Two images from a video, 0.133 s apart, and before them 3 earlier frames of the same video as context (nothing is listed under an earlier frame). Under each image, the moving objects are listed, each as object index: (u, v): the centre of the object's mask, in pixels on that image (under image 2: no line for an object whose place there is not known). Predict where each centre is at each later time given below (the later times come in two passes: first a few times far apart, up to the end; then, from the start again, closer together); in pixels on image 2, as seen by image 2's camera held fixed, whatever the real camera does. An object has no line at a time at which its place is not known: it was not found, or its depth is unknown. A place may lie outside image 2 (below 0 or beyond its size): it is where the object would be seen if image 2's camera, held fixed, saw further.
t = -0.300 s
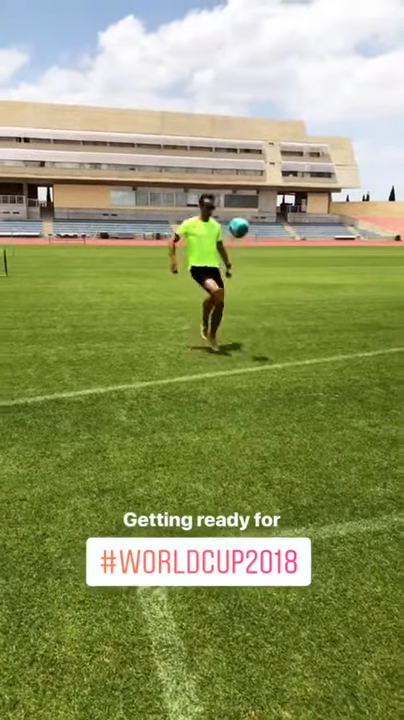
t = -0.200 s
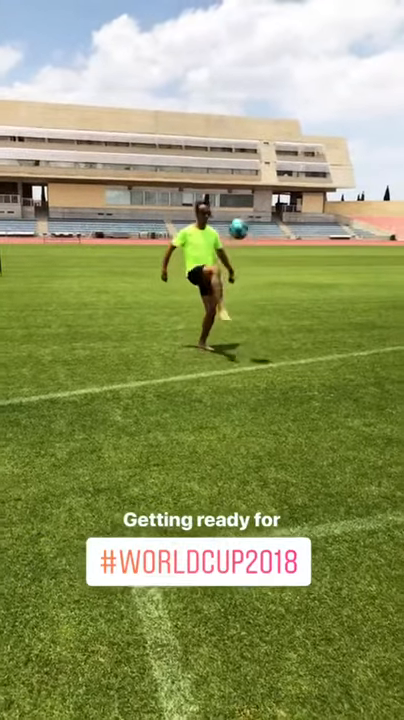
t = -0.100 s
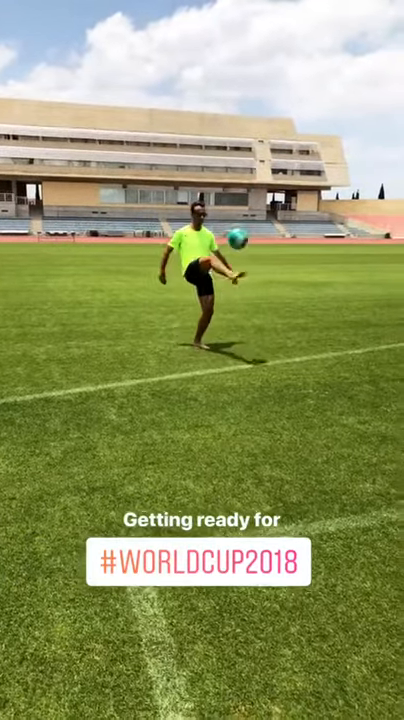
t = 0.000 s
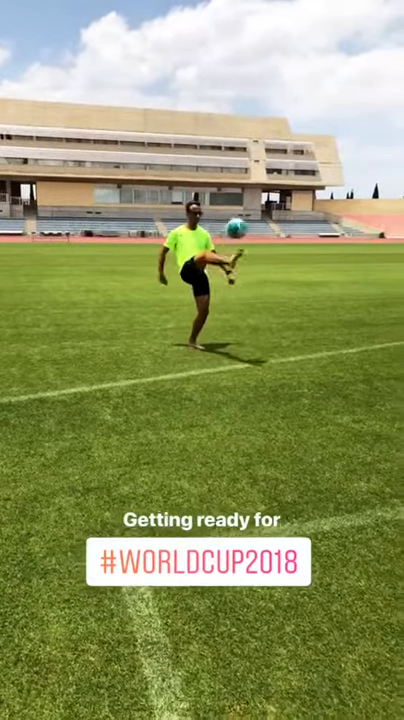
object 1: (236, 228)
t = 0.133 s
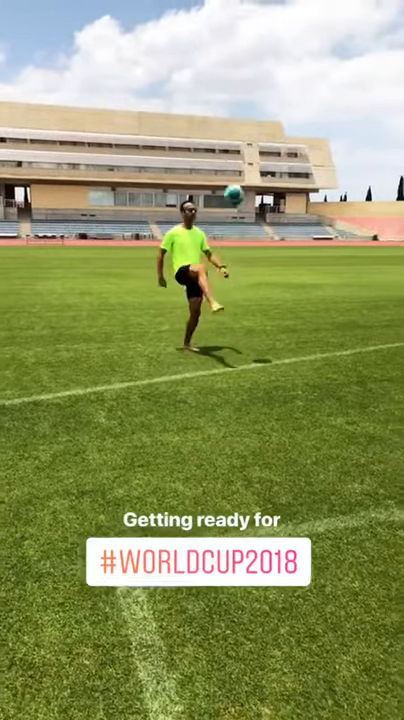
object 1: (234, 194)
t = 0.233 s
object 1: (236, 179)
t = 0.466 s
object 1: (241, 179)
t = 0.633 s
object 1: (244, 209)
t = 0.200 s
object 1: (235, 183)
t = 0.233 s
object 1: (236, 179)
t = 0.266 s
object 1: (236, 177)
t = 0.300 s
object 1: (237, 174)
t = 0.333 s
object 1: (238, 174)
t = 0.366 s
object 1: (238, 173)
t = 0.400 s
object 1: (239, 174)
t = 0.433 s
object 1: (240, 176)
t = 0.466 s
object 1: (241, 179)
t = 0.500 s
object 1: (242, 183)
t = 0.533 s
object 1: (242, 188)
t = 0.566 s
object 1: (242, 194)
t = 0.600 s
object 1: (243, 201)
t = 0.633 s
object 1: (244, 209)
